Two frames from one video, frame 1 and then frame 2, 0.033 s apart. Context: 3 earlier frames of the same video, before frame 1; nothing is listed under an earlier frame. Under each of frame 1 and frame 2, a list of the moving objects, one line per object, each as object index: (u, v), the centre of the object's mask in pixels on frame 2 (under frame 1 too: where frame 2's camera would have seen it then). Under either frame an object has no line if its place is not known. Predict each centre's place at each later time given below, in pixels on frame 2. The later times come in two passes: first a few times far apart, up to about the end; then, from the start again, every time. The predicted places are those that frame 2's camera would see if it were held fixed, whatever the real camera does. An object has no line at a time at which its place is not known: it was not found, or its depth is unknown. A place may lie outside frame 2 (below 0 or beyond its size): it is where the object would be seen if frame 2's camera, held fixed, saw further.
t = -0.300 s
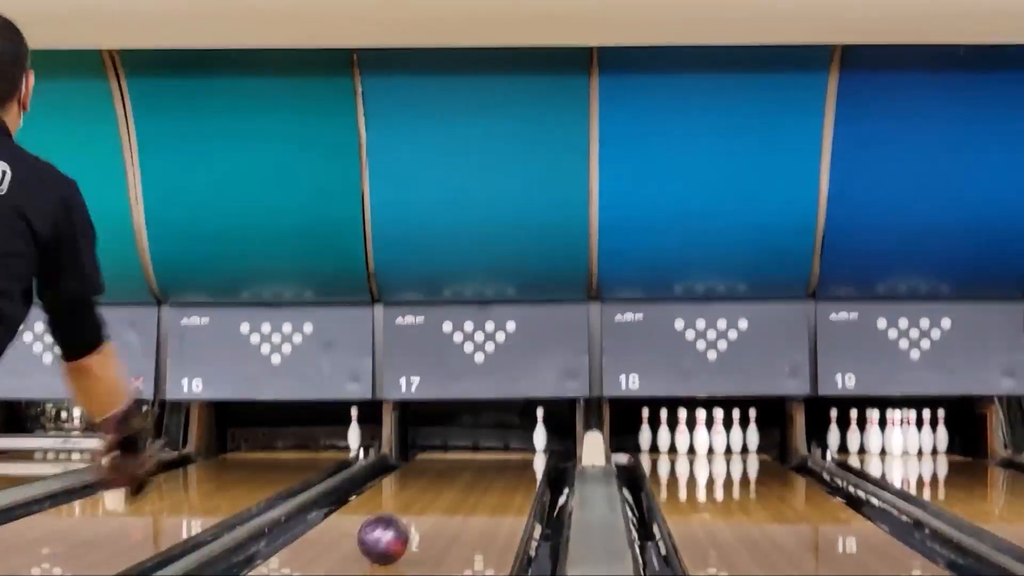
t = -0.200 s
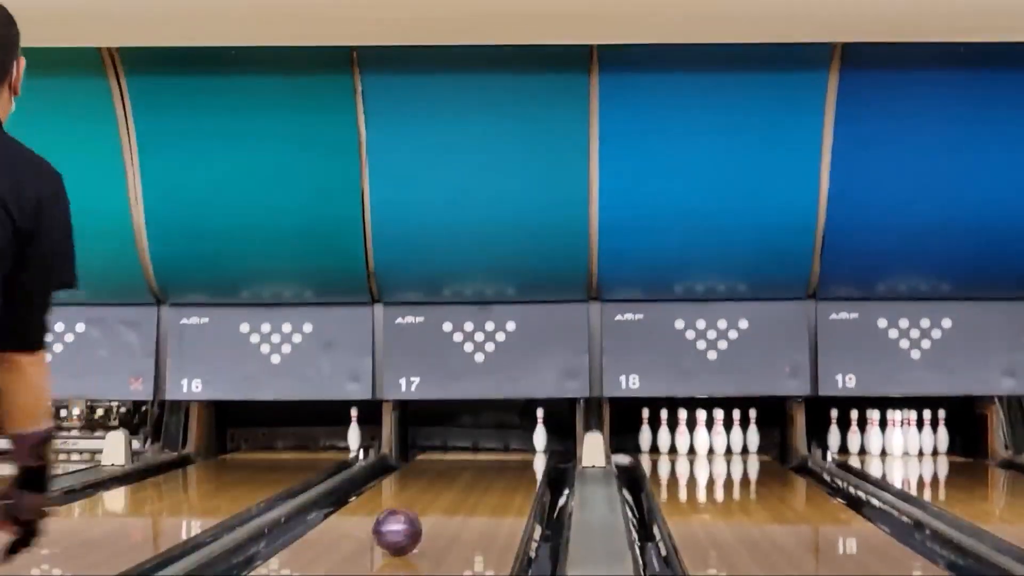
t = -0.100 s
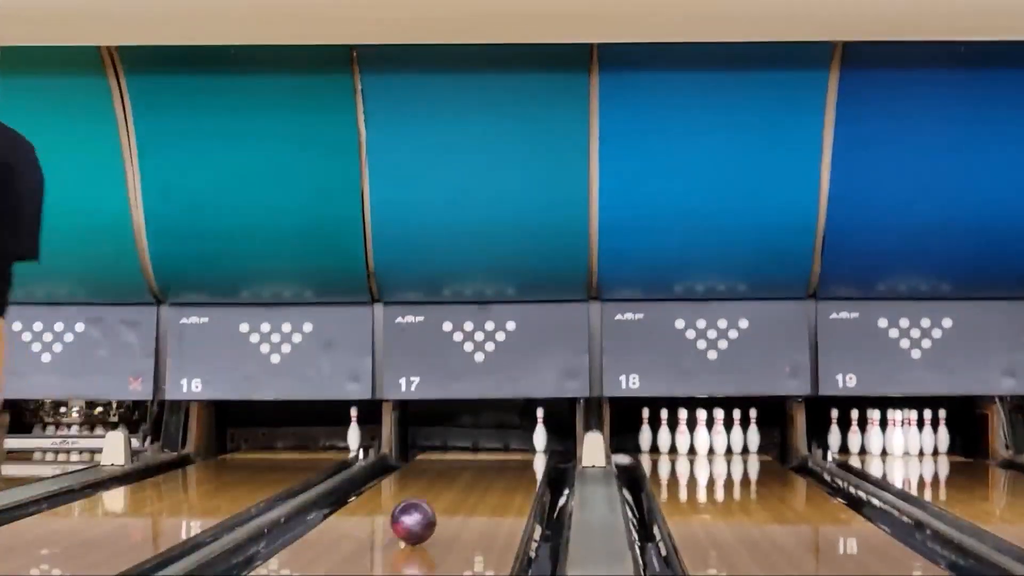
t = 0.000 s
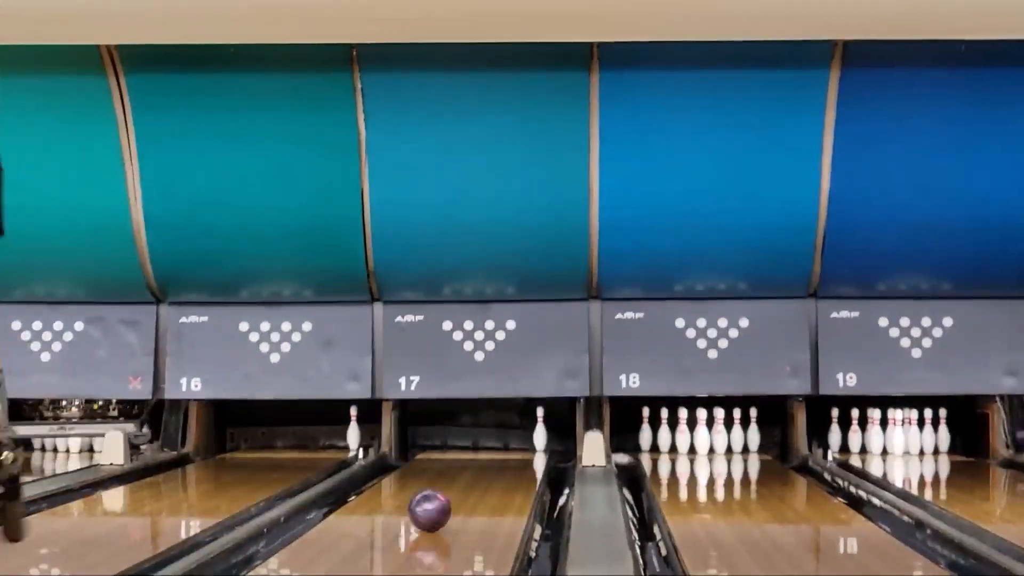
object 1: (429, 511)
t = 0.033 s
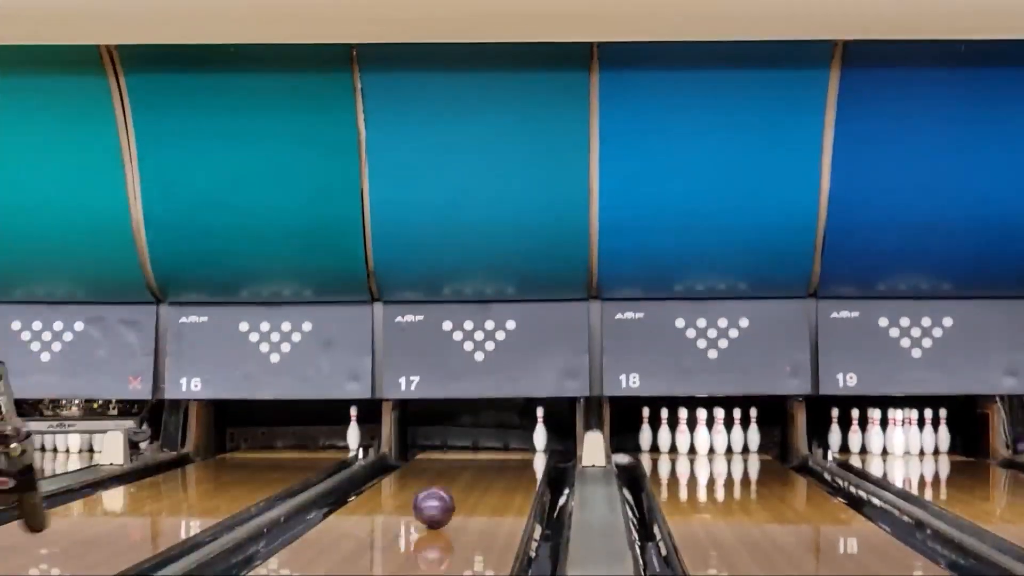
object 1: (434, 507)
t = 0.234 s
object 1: (454, 493)
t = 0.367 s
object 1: (469, 484)
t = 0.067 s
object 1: (437, 504)
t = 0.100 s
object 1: (439, 502)
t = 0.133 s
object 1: (443, 500)
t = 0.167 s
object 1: (447, 497)
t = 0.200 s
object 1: (451, 495)
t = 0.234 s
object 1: (454, 493)
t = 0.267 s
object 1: (459, 490)
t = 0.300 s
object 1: (462, 487)
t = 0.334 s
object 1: (466, 486)
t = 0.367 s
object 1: (469, 484)
